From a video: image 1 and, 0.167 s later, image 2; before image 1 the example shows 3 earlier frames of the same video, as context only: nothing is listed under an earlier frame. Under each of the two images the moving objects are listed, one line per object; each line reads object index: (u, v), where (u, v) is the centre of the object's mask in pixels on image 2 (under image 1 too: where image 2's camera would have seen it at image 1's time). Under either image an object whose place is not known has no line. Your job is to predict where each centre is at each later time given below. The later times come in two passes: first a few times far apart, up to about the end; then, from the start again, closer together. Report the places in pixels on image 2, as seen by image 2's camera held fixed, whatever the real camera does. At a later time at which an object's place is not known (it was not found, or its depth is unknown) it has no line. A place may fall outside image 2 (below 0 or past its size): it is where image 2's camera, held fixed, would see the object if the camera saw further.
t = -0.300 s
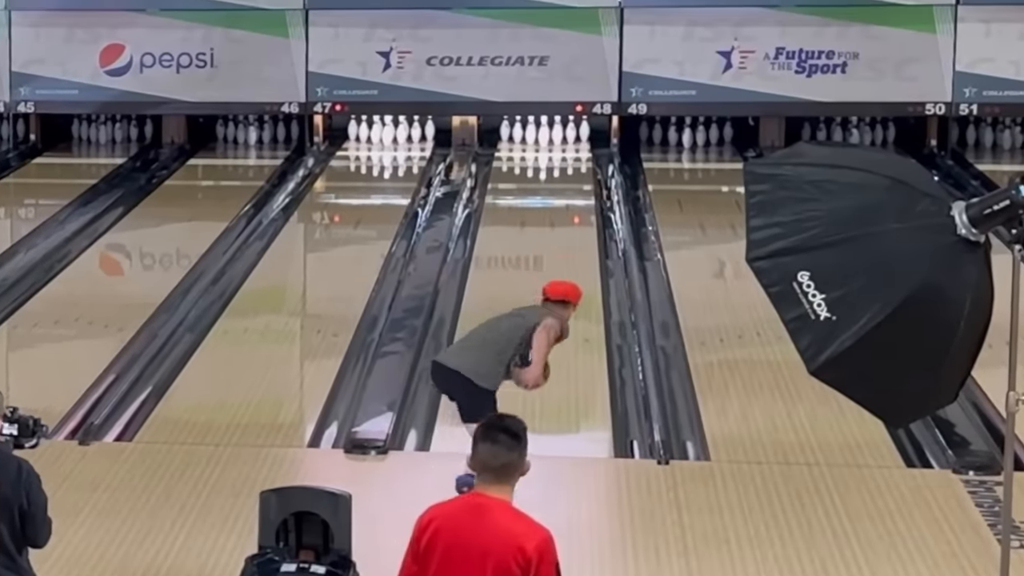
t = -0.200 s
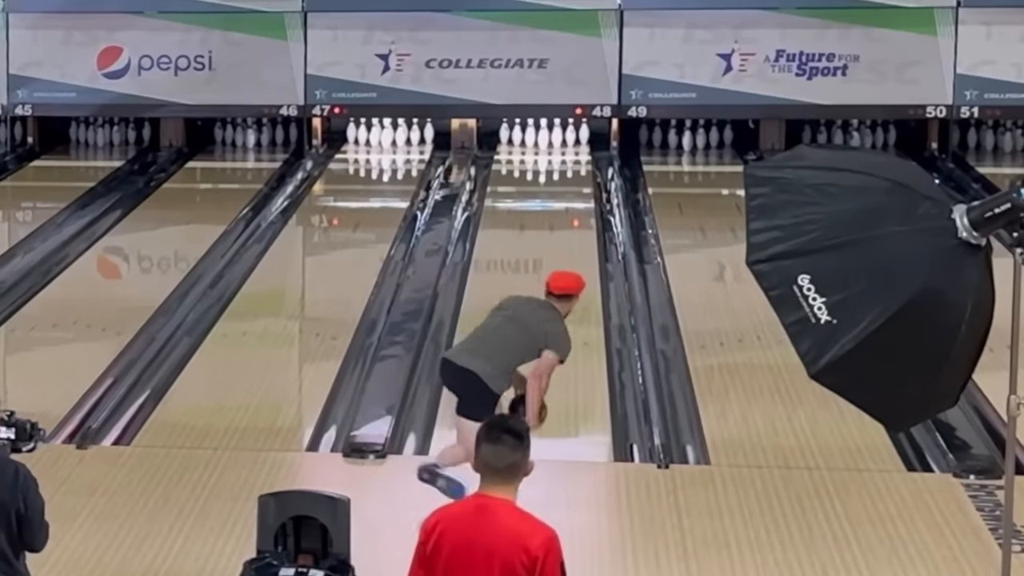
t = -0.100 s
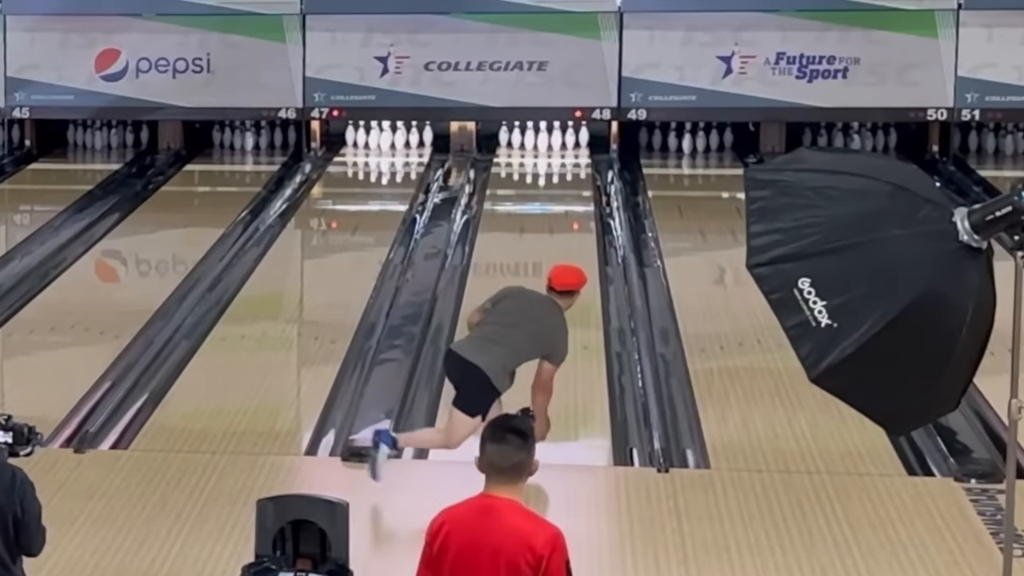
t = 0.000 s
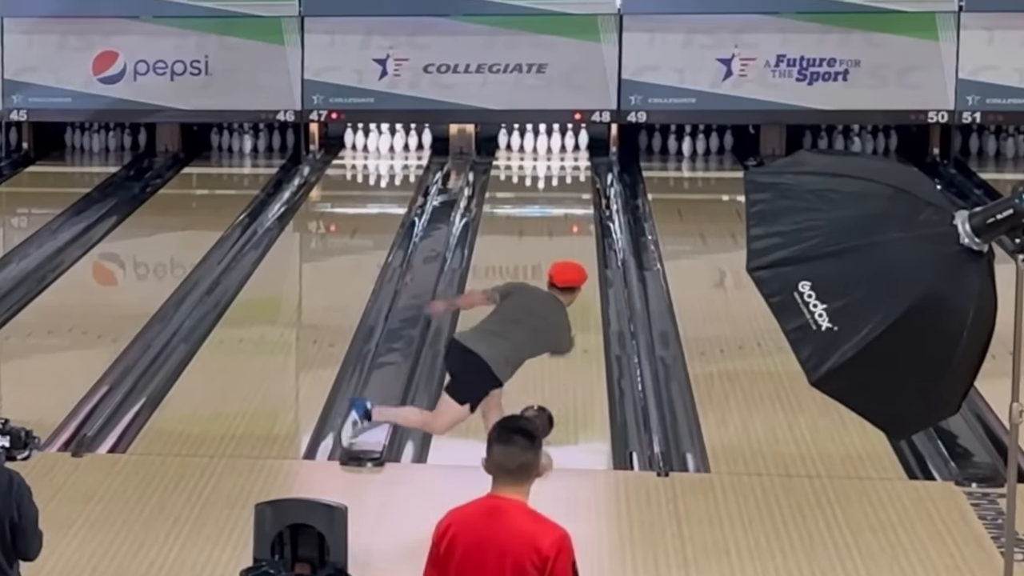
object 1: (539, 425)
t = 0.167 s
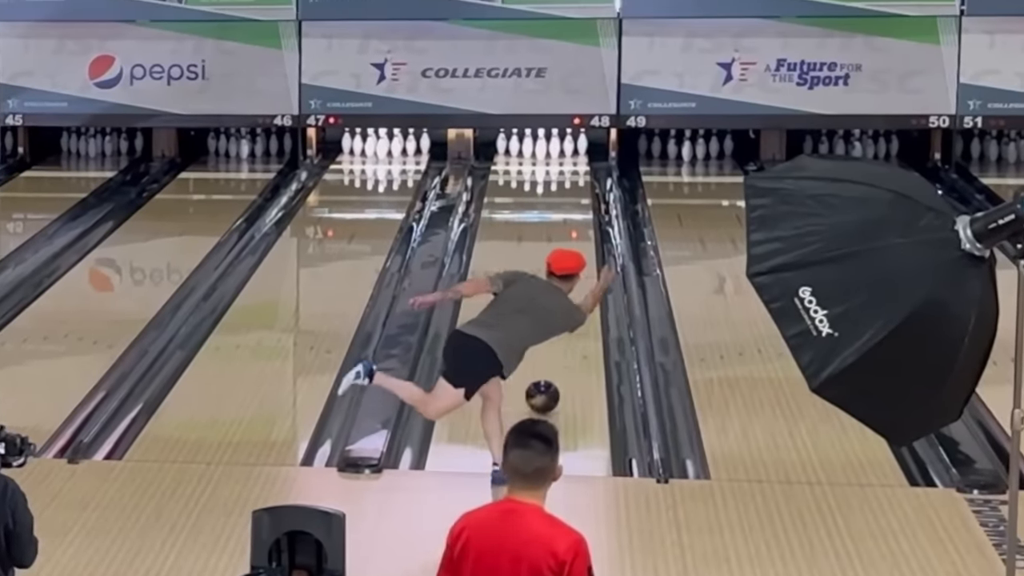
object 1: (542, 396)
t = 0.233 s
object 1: (545, 384)
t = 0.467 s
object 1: (554, 344)
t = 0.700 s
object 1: (571, 310)
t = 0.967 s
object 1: (568, 275)
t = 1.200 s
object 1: (572, 250)
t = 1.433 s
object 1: (576, 228)
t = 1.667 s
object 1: (577, 207)
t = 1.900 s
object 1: (576, 190)
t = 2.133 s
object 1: (570, 176)
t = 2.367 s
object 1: (562, 162)
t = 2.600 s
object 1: (555, 151)
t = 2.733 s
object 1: (551, 143)
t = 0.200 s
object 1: (543, 391)
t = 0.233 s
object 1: (545, 384)
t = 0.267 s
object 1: (546, 378)
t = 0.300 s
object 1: (548, 372)
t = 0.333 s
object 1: (549, 366)
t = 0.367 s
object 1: (550, 361)
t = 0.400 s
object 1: (552, 355)
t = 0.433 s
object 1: (553, 349)
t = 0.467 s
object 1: (554, 344)
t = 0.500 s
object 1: (555, 339)
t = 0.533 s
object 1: (556, 334)
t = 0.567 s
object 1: (556, 330)
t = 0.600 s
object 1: (555, 328)
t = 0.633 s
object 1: (552, 324)
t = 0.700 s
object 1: (571, 310)
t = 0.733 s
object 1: (569, 306)
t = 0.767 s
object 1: (567, 301)
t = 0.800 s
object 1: (566, 296)
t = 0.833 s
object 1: (565, 292)
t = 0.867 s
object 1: (566, 288)
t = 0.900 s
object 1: (567, 284)
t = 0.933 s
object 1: (567, 280)
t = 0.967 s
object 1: (568, 275)
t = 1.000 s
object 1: (568, 272)
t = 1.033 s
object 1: (569, 268)
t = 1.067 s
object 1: (570, 264)
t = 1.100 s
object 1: (571, 260)
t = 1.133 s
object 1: (571, 257)
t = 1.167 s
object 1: (572, 253)
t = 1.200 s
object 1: (572, 250)
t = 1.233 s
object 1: (573, 246)
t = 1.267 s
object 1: (573, 243)
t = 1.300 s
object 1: (574, 240)
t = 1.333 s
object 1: (575, 237)
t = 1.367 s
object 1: (575, 233)
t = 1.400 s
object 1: (575, 230)
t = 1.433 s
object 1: (576, 228)
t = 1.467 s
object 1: (576, 224)
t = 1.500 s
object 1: (576, 221)
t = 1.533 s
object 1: (576, 219)
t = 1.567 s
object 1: (576, 216)
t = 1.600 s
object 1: (576, 213)
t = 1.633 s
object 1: (577, 210)
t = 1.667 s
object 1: (577, 207)
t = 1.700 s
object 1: (577, 205)
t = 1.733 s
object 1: (577, 202)
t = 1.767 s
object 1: (576, 200)
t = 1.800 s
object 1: (576, 197)
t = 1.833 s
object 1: (576, 195)
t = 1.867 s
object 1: (576, 193)
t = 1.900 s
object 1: (576, 190)
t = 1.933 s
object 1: (575, 189)
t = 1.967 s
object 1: (574, 187)
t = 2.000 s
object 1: (574, 183)
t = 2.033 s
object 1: (573, 181)
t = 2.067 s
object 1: (572, 179)
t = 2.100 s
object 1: (571, 178)
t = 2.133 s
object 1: (570, 176)
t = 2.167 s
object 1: (569, 173)
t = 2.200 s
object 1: (568, 171)
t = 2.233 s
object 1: (567, 169)
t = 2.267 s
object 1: (565, 168)
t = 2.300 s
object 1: (564, 166)
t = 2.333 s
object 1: (563, 164)
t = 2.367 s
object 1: (562, 162)
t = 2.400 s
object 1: (561, 160)
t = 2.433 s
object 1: (560, 160)
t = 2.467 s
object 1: (559, 157)
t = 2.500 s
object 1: (558, 155)
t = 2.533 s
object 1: (557, 154)
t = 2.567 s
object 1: (555, 152)
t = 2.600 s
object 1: (555, 151)
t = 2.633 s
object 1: (555, 150)
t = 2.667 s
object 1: (555, 148)
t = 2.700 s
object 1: (554, 145)
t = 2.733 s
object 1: (551, 143)
